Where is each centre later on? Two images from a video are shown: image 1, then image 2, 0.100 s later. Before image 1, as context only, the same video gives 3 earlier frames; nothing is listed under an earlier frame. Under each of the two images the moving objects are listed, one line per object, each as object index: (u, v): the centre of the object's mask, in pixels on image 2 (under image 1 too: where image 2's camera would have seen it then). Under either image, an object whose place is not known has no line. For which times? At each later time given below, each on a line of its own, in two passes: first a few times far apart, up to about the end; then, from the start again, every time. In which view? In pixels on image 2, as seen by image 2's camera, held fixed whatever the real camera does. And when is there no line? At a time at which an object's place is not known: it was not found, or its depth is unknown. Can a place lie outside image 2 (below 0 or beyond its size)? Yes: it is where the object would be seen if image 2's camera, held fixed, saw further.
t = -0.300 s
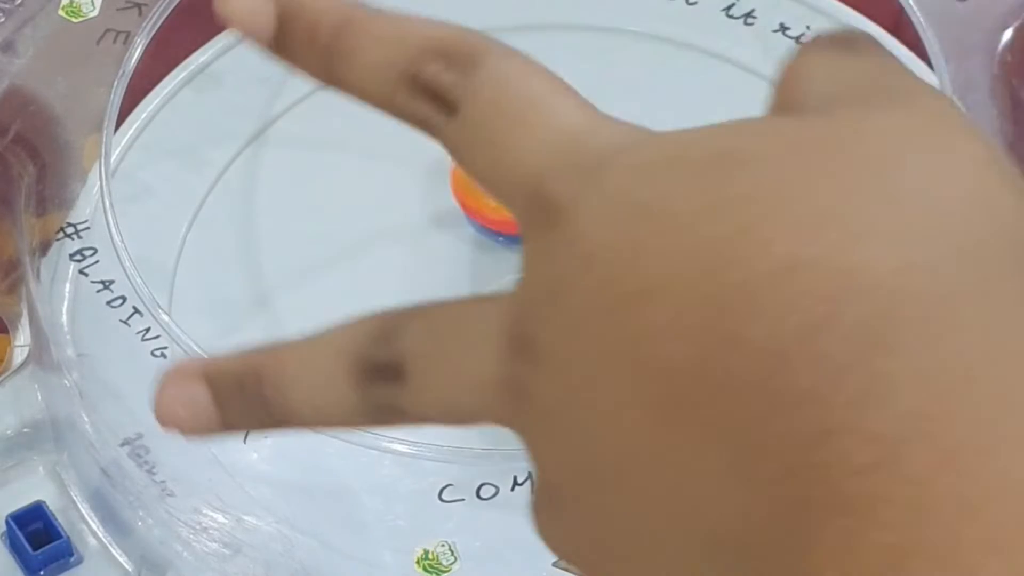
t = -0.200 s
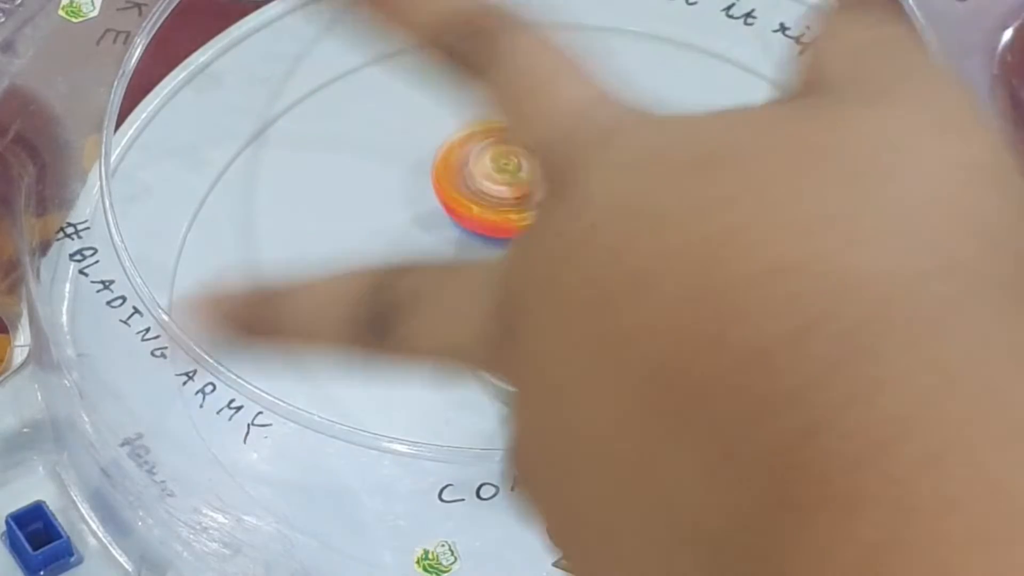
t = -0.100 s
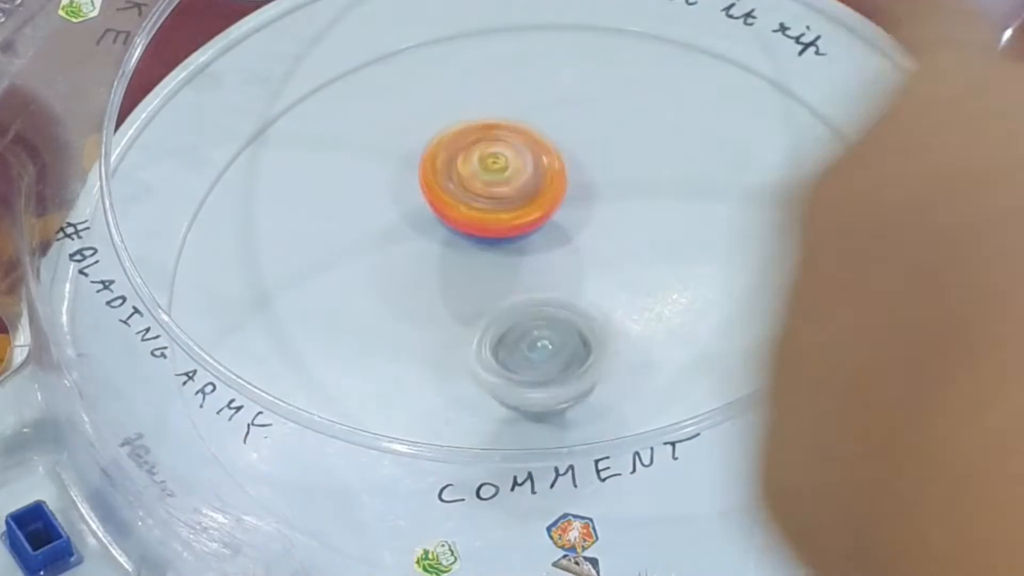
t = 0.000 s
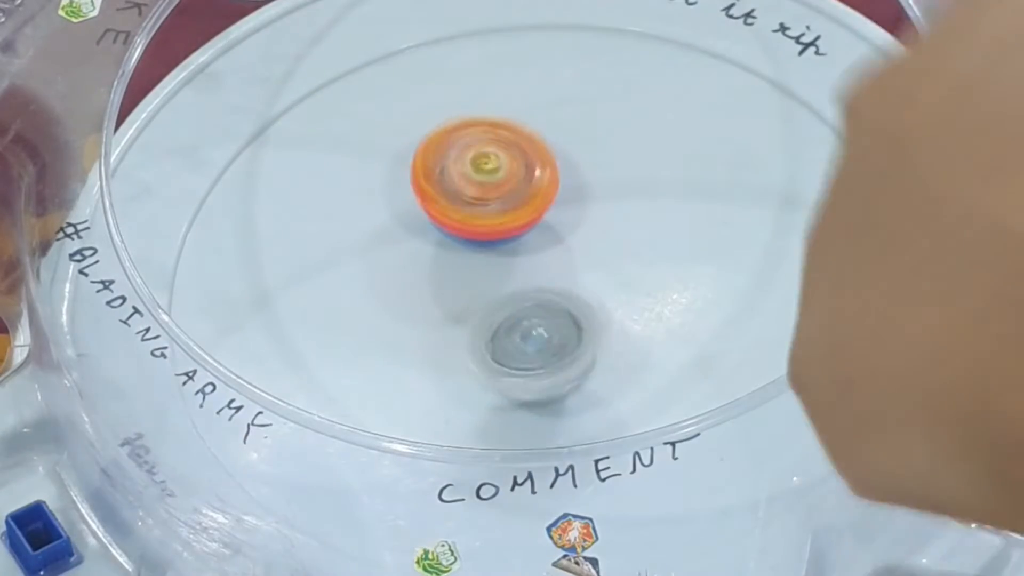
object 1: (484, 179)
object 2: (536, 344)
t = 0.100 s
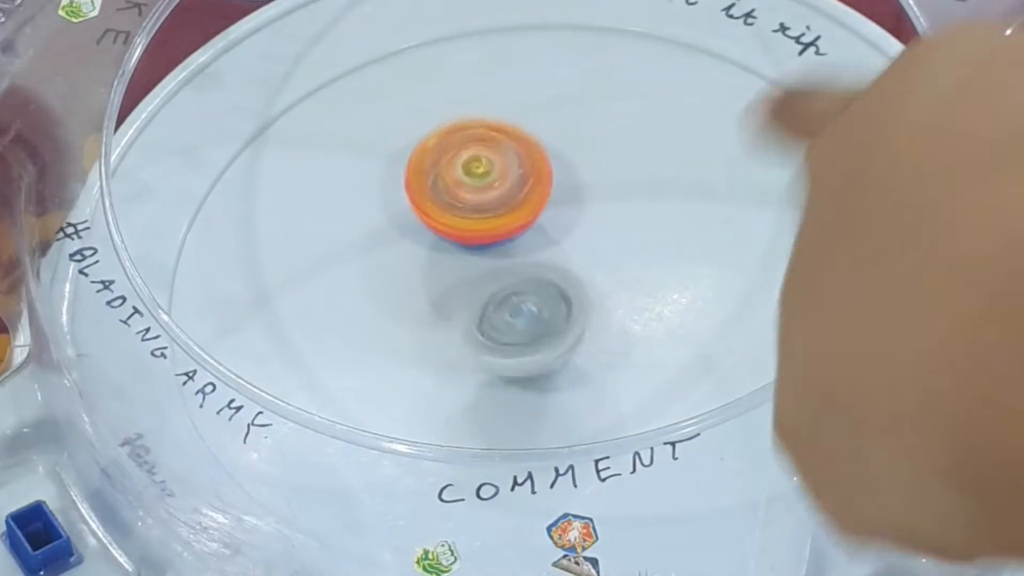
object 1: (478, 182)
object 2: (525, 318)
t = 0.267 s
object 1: (471, 174)
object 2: (510, 291)
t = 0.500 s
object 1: (462, 169)
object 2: (505, 303)
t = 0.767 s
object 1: (470, 182)
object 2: (536, 326)
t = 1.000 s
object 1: (451, 201)
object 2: (547, 299)
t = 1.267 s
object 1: (432, 208)
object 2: (561, 264)
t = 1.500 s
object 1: (418, 217)
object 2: (599, 251)
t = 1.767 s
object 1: (401, 265)
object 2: (578, 243)
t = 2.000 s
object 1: (384, 290)
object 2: (565, 261)
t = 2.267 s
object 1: (372, 299)
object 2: (544, 299)
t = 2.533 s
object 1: (390, 323)
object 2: (556, 296)
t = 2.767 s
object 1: (395, 344)
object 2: (538, 269)
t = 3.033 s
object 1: (406, 349)
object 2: (519, 257)
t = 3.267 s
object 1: (432, 346)
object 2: (532, 227)
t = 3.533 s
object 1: (474, 354)
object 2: (526, 247)
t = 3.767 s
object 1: (447, 373)
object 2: (576, 214)
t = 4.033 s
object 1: (446, 332)
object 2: (549, 184)
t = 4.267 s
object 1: (450, 331)
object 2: (558, 212)
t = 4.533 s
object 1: (448, 355)
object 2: (544, 230)
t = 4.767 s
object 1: (461, 339)
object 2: (564, 240)
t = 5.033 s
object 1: (486, 334)
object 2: (568, 213)
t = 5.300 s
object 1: (513, 338)
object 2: (552, 223)
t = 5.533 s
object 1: (514, 325)
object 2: (483, 228)
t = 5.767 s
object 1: (515, 330)
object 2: (475, 229)
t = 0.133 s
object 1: (477, 182)
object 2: (521, 313)
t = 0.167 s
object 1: (475, 184)
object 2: (512, 300)
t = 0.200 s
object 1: (472, 182)
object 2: (510, 292)
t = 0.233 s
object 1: (471, 175)
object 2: (511, 293)
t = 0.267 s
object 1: (471, 174)
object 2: (510, 291)
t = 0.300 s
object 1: (472, 175)
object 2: (505, 294)
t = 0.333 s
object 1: (470, 177)
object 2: (505, 294)
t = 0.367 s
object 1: (466, 179)
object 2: (503, 296)
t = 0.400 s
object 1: (465, 179)
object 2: (502, 296)
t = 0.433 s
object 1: (465, 180)
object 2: (502, 296)
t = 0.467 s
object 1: (464, 181)
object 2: (499, 296)
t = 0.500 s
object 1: (462, 169)
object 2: (505, 303)
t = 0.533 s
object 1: (461, 164)
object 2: (507, 309)
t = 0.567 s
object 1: (467, 164)
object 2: (507, 311)
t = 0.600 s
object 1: (469, 168)
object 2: (511, 314)
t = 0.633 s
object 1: (469, 171)
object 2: (518, 319)
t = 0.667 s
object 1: (467, 173)
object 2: (524, 321)
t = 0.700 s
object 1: (468, 175)
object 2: (529, 326)
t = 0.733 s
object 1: (469, 178)
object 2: (535, 325)
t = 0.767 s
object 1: (470, 182)
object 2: (536, 326)
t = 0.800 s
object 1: (470, 187)
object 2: (532, 325)
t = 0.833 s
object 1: (470, 191)
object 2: (536, 320)
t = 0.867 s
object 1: (471, 197)
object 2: (537, 315)
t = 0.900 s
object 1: (471, 204)
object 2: (536, 311)
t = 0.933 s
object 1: (467, 207)
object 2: (533, 306)
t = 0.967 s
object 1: (460, 204)
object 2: (542, 302)
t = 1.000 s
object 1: (451, 201)
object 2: (547, 299)
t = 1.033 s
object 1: (448, 201)
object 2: (548, 297)
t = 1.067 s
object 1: (445, 201)
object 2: (559, 296)
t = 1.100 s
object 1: (443, 202)
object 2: (562, 291)
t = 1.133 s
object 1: (439, 203)
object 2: (563, 289)
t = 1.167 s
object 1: (435, 203)
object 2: (566, 284)
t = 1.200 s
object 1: (433, 203)
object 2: (567, 277)
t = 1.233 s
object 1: (433, 204)
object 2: (562, 270)
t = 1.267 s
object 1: (432, 208)
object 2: (561, 264)
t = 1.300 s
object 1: (423, 205)
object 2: (571, 261)
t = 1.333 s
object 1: (419, 202)
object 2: (582, 262)
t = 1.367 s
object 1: (421, 203)
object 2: (587, 265)
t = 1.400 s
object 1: (423, 208)
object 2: (589, 263)
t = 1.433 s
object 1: (419, 213)
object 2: (591, 261)
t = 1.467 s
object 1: (417, 215)
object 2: (597, 258)
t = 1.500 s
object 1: (418, 217)
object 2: (599, 251)
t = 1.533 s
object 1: (420, 221)
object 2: (599, 247)
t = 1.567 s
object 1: (419, 228)
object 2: (594, 248)
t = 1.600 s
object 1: (418, 232)
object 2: (591, 248)
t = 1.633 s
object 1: (418, 238)
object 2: (590, 243)
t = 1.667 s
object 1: (419, 244)
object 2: (581, 242)
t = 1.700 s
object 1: (412, 251)
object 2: (575, 241)
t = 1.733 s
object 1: (405, 256)
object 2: (574, 243)
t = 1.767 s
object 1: (401, 265)
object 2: (578, 243)
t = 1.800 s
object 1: (397, 271)
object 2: (578, 244)
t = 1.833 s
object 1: (395, 276)
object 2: (577, 246)
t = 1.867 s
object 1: (392, 281)
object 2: (573, 249)
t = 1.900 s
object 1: (389, 283)
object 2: (572, 253)
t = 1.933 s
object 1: (387, 284)
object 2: (571, 255)
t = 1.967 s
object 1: (386, 287)
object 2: (572, 256)
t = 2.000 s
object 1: (384, 290)
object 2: (565, 261)
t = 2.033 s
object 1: (383, 292)
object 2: (561, 269)
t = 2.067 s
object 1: (383, 293)
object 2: (558, 276)
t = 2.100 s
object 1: (384, 295)
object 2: (555, 282)
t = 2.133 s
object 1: (385, 298)
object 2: (549, 285)
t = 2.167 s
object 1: (385, 301)
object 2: (547, 287)
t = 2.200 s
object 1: (378, 301)
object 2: (542, 293)
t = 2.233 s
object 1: (372, 299)
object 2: (547, 297)
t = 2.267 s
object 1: (372, 299)
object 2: (544, 299)
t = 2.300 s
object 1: (375, 300)
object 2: (548, 303)
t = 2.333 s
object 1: (378, 303)
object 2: (553, 304)
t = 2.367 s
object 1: (380, 307)
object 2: (554, 304)
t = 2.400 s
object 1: (378, 311)
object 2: (557, 303)
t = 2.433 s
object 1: (378, 313)
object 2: (556, 303)
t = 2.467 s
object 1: (382, 315)
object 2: (555, 302)
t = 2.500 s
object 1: (387, 318)
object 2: (556, 299)
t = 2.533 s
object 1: (390, 323)
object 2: (556, 296)
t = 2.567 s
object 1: (391, 326)
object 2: (554, 292)
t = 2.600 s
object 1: (394, 328)
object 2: (551, 287)
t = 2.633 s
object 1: (397, 331)
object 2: (547, 284)
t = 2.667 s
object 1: (399, 333)
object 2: (546, 282)
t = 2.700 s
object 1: (401, 336)
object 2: (541, 276)
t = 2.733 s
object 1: (403, 337)
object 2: (539, 271)
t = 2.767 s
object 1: (395, 344)
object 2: (538, 269)
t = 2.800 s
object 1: (391, 346)
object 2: (538, 261)
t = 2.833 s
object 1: (390, 347)
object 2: (534, 254)
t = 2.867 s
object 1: (389, 348)
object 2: (528, 256)
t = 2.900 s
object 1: (390, 347)
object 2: (524, 255)
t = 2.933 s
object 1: (394, 348)
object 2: (524, 255)
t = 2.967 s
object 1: (400, 350)
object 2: (522, 257)
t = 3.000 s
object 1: (404, 350)
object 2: (520, 256)
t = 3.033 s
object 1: (406, 349)
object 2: (519, 257)
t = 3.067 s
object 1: (409, 347)
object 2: (516, 259)
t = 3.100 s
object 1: (409, 346)
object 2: (513, 259)
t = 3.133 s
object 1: (415, 341)
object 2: (516, 262)
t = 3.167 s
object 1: (416, 345)
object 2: (522, 249)
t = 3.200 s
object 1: (417, 342)
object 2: (524, 242)
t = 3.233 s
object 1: (424, 342)
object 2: (527, 232)
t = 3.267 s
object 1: (432, 346)
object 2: (532, 227)
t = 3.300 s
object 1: (437, 348)
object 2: (532, 223)
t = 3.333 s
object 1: (445, 348)
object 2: (529, 222)
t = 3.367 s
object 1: (452, 348)
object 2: (529, 225)
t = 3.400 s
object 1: (458, 349)
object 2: (532, 229)
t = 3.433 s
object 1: (462, 351)
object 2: (534, 234)
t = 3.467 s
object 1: (467, 352)
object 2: (535, 237)
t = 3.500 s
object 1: (471, 353)
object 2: (535, 244)
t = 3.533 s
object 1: (474, 354)
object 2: (526, 247)
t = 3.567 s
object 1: (476, 354)
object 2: (532, 253)
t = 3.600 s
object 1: (479, 353)
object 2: (536, 259)
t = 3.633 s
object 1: (482, 354)
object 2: (541, 259)
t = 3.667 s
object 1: (485, 355)
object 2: (545, 259)
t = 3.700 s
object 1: (474, 362)
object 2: (554, 251)
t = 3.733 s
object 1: (456, 370)
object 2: (566, 232)
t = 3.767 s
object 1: (447, 373)
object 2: (576, 214)
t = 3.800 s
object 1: (441, 372)
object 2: (585, 199)
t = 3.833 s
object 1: (437, 368)
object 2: (585, 192)
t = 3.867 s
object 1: (436, 367)
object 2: (584, 176)
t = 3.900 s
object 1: (435, 361)
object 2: (578, 170)
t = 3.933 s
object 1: (433, 354)
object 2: (571, 169)
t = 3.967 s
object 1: (438, 352)
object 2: (565, 170)
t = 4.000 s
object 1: (440, 340)
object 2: (566, 180)
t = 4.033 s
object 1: (446, 332)
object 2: (549, 184)
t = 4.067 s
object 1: (457, 324)
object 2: (539, 192)
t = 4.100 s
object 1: (460, 314)
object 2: (526, 206)
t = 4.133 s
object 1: (459, 311)
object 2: (520, 214)
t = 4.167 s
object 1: (458, 314)
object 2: (527, 217)
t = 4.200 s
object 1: (454, 317)
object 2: (533, 222)
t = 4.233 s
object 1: (451, 327)
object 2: (545, 214)
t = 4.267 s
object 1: (450, 331)
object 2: (558, 212)
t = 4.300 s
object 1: (447, 347)
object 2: (561, 208)
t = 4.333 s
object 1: (443, 355)
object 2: (562, 207)
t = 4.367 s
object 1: (448, 360)
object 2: (562, 209)
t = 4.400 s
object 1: (451, 361)
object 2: (556, 208)
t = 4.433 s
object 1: (449, 367)
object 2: (557, 213)
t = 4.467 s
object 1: (443, 364)
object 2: (552, 212)
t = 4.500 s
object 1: (445, 362)
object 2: (551, 223)
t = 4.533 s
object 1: (448, 355)
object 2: (544, 230)
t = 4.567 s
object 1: (457, 349)
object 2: (539, 235)
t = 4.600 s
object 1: (457, 342)
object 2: (532, 244)
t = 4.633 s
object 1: (463, 334)
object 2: (536, 250)
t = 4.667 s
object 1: (459, 339)
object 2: (540, 252)
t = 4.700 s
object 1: (464, 337)
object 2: (551, 250)
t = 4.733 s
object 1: (465, 336)
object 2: (562, 244)
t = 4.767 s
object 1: (461, 339)
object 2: (564, 240)
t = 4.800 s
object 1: (456, 341)
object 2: (567, 235)
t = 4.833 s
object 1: (457, 335)
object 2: (570, 226)
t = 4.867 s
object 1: (466, 330)
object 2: (569, 221)
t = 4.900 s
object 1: (470, 329)
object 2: (566, 222)
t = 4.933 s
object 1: (476, 322)
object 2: (562, 220)
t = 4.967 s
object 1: (486, 322)
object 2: (561, 223)
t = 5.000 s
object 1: (490, 317)
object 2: (562, 225)
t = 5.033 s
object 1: (486, 334)
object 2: (568, 213)
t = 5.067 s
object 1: (485, 339)
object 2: (572, 206)
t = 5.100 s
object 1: (485, 343)
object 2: (572, 204)
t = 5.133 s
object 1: (487, 347)
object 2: (569, 206)
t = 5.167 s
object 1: (493, 351)
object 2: (568, 207)
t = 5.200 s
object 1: (498, 351)
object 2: (566, 216)
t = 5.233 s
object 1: (504, 346)
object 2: (565, 221)
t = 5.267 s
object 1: (509, 340)
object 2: (557, 223)
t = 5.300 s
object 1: (513, 338)
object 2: (552, 223)
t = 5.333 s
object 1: (514, 335)
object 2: (543, 223)
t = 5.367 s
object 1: (514, 331)
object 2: (532, 225)
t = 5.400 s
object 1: (513, 326)
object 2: (518, 226)
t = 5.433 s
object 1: (513, 324)
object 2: (505, 226)
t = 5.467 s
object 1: (513, 326)
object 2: (496, 228)
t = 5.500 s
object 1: (514, 325)
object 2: (488, 228)
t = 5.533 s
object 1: (514, 325)
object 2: (483, 228)
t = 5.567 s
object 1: (513, 325)
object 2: (479, 228)
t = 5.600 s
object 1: (513, 326)
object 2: (476, 229)
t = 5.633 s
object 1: (514, 327)
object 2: (473, 229)
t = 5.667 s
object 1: (514, 328)
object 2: (473, 229)
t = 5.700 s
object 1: (514, 329)
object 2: (473, 229)
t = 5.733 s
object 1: (514, 329)
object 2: (474, 229)
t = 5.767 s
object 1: (515, 330)
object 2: (475, 229)
